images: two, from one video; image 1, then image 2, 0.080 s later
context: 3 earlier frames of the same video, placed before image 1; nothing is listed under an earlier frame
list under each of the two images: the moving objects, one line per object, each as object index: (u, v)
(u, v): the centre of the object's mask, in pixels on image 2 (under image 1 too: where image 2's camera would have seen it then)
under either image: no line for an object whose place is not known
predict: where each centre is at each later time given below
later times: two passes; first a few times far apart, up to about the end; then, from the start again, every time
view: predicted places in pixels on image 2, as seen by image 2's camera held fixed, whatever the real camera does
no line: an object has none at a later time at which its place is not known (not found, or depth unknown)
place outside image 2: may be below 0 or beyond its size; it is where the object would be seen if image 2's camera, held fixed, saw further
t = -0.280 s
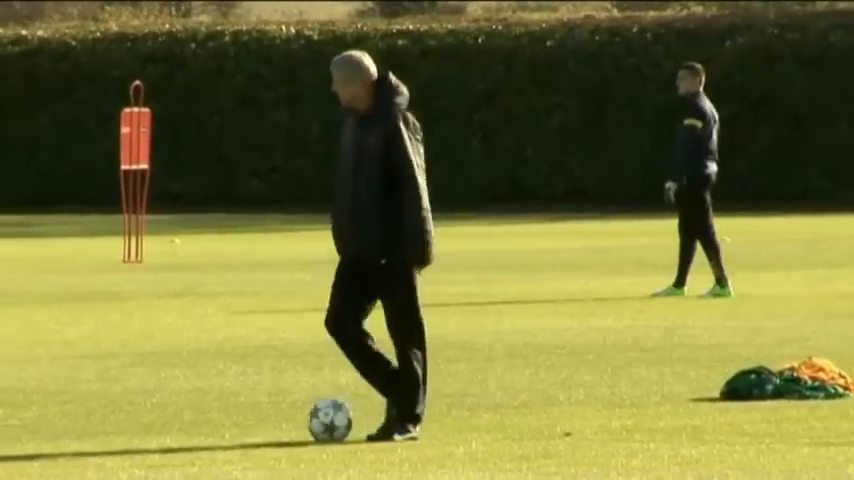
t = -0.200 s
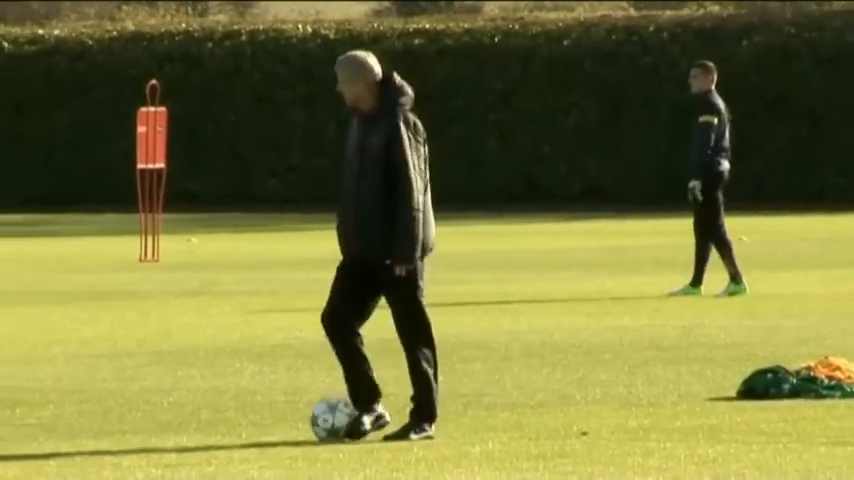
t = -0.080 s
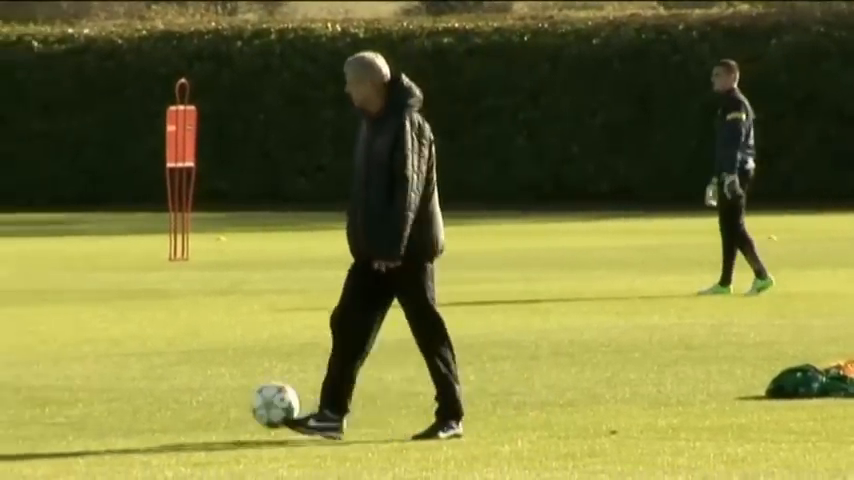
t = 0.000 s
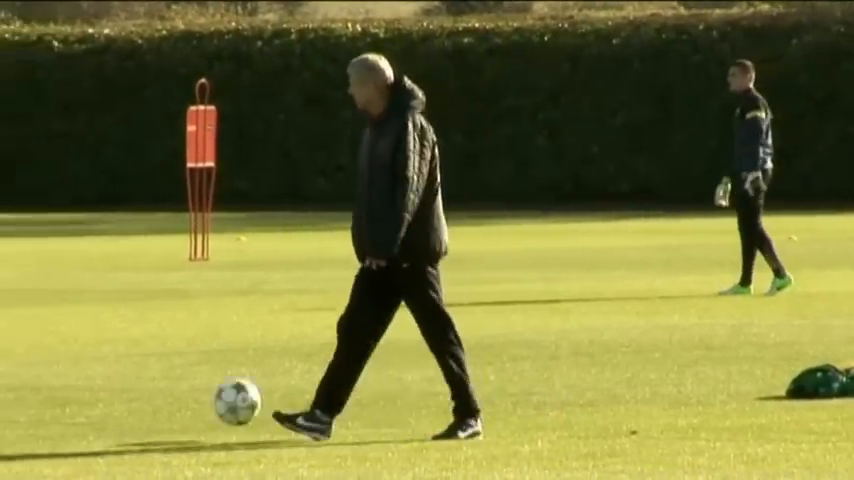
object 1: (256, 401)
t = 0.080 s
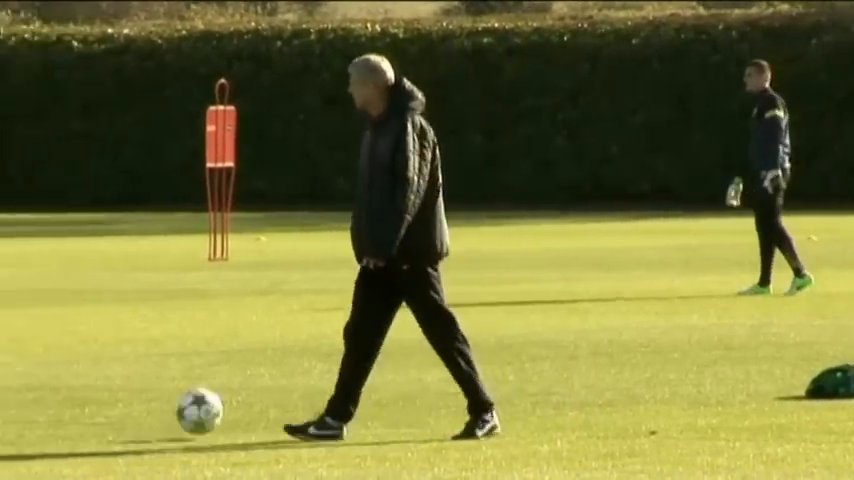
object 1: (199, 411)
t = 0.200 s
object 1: (127, 415)
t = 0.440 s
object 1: (17, 420)
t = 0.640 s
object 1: (-63, 421)
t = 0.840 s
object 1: (-137, 423)
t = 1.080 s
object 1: (-218, 424)
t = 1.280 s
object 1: (-279, 424)
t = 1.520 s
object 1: (-344, 426)
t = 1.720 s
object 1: (-392, 428)
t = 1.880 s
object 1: (-427, 429)
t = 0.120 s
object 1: (171, 419)
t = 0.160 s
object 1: (148, 417)
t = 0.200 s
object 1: (127, 415)
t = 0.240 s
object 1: (106, 416)
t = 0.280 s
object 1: (85, 420)
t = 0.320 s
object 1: (67, 419)
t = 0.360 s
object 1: (50, 417)
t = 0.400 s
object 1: (34, 417)
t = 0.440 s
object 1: (17, 420)
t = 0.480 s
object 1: (0, 421)
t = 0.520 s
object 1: (-16, 420)
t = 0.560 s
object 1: (-31, 421)
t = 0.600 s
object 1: (-47, 422)
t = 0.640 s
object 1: (-63, 421)
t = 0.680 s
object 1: (-78, 422)
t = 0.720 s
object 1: (-93, 423)
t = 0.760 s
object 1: (-108, 423)
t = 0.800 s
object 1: (-122, 423)
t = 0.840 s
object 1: (-137, 423)
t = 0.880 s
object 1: (-151, 423)
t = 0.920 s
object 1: (-164, 423)
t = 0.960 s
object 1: (-178, 423)
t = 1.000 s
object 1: (-191, 423)
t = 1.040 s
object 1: (-205, 424)
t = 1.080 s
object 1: (-218, 424)
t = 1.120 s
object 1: (-230, 424)
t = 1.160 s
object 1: (-243, 425)
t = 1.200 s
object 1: (-255, 425)
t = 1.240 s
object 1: (-268, 424)
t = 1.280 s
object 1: (-279, 424)
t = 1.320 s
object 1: (-291, 425)
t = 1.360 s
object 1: (-302, 425)
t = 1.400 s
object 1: (-313, 425)
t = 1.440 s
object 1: (-324, 425)
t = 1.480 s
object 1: (-335, 426)
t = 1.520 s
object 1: (-344, 426)
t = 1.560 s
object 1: (-354, 426)
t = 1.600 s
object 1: (-365, 426)
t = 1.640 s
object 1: (-373, 427)
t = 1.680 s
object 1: (-382, 427)
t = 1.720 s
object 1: (-392, 428)
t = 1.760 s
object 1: (-401, 428)
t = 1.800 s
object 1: (-410, 428)
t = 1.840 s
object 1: (-419, 428)
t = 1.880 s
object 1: (-427, 429)
